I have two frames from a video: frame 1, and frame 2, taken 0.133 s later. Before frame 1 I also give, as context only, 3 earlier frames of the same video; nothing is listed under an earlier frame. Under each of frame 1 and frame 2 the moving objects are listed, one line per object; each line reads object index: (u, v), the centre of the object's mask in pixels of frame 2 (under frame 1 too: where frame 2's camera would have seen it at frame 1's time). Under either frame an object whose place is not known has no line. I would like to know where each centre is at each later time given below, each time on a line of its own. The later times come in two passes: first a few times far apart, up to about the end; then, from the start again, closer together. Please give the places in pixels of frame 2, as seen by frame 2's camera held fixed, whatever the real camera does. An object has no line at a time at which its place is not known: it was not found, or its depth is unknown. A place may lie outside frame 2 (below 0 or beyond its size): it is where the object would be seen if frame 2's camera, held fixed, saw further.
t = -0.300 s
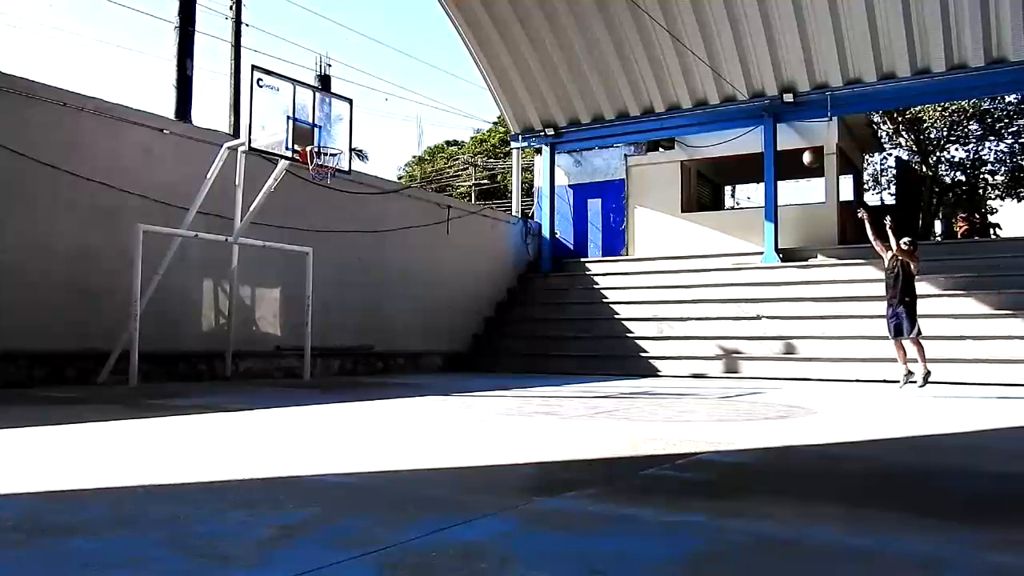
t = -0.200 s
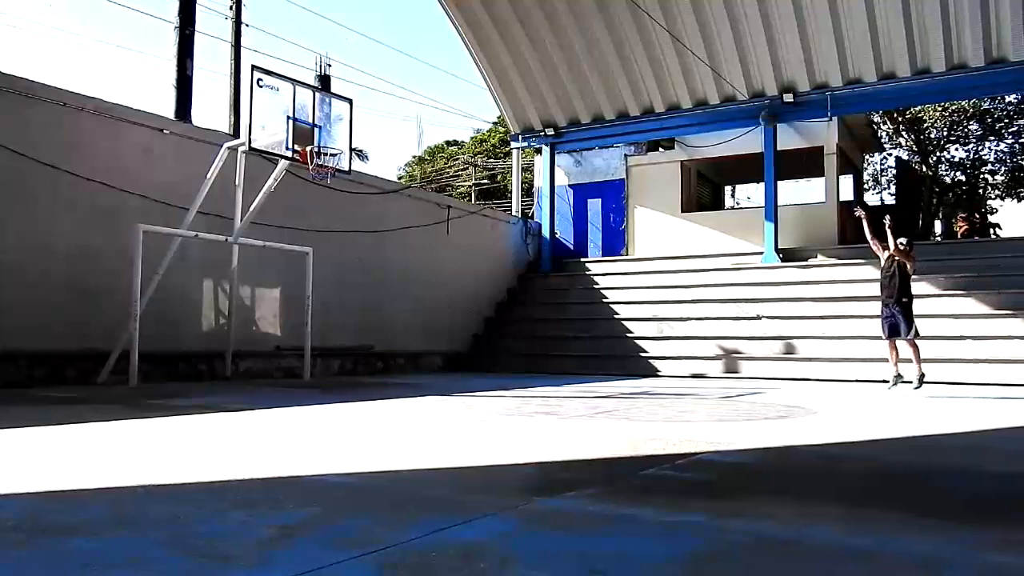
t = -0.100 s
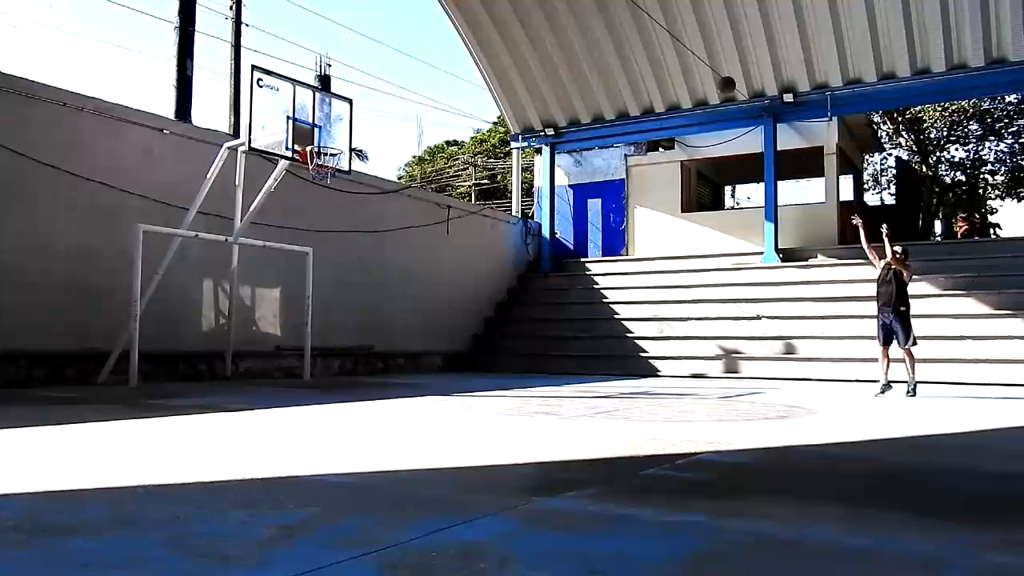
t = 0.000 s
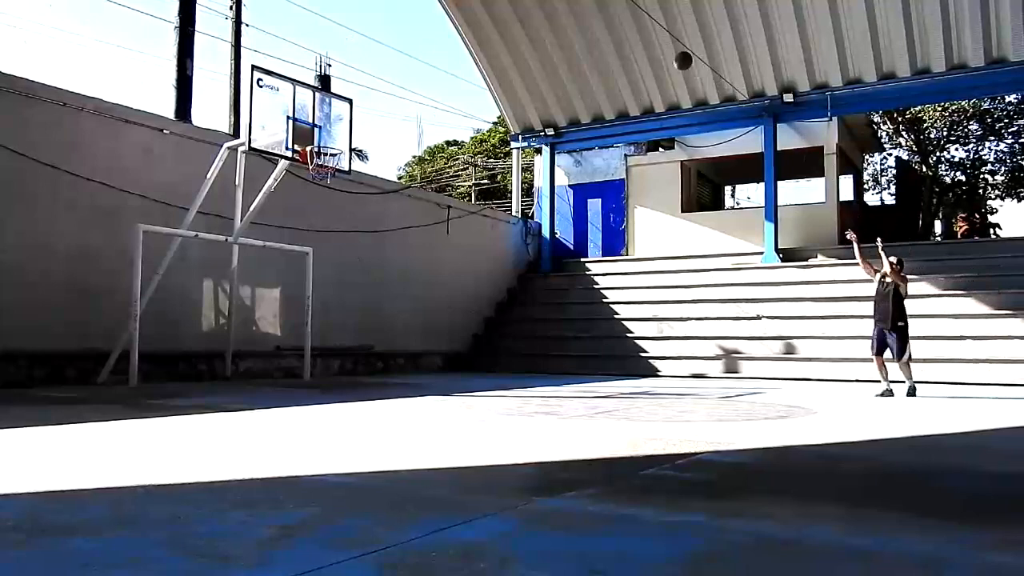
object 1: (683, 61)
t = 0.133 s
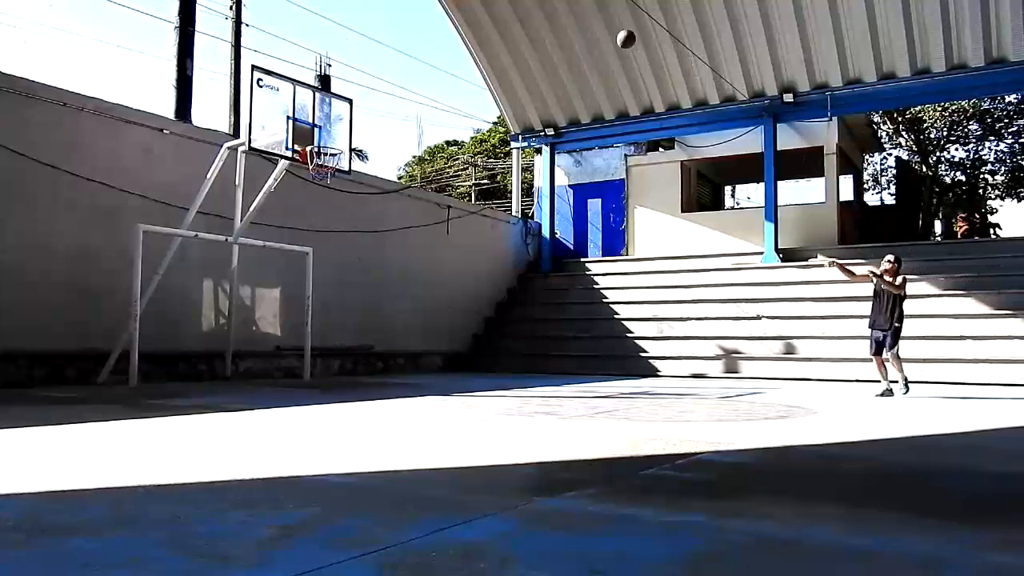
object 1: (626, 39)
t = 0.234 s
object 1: (583, 31)
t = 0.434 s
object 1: (500, 39)
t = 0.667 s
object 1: (404, 86)
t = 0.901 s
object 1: (307, 170)
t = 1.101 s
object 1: (312, 171)
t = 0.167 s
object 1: (612, 35)
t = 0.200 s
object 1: (597, 33)
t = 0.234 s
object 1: (583, 31)
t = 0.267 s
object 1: (569, 30)
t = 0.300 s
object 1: (555, 31)
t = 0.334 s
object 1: (541, 31)
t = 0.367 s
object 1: (528, 33)
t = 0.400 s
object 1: (514, 35)
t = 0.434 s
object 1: (500, 39)
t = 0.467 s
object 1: (486, 43)
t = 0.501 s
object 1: (472, 48)
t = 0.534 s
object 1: (460, 55)
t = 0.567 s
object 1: (445, 61)
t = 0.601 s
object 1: (432, 68)
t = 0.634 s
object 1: (418, 77)
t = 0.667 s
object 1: (404, 86)
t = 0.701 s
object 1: (390, 96)
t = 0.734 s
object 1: (376, 106)
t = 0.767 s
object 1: (362, 118)
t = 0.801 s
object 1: (348, 129)
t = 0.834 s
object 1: (334, 142)
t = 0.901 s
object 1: (307, 170)
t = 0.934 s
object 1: (307, 168)
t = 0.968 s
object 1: (306, 167)
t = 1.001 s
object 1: (307, 166)
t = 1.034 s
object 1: (308, 167)
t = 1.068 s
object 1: (310, 169)
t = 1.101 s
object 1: (312, 171)
